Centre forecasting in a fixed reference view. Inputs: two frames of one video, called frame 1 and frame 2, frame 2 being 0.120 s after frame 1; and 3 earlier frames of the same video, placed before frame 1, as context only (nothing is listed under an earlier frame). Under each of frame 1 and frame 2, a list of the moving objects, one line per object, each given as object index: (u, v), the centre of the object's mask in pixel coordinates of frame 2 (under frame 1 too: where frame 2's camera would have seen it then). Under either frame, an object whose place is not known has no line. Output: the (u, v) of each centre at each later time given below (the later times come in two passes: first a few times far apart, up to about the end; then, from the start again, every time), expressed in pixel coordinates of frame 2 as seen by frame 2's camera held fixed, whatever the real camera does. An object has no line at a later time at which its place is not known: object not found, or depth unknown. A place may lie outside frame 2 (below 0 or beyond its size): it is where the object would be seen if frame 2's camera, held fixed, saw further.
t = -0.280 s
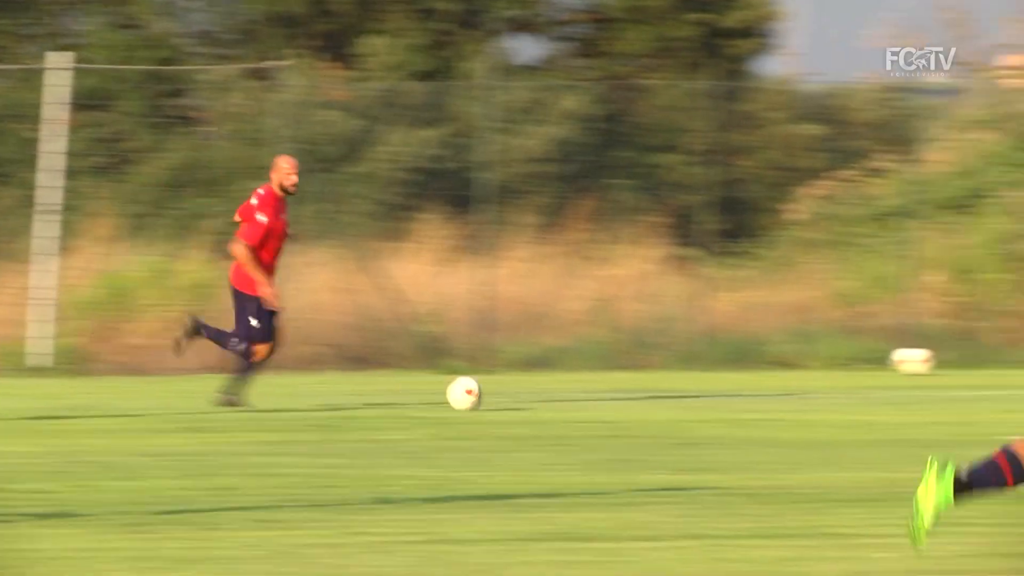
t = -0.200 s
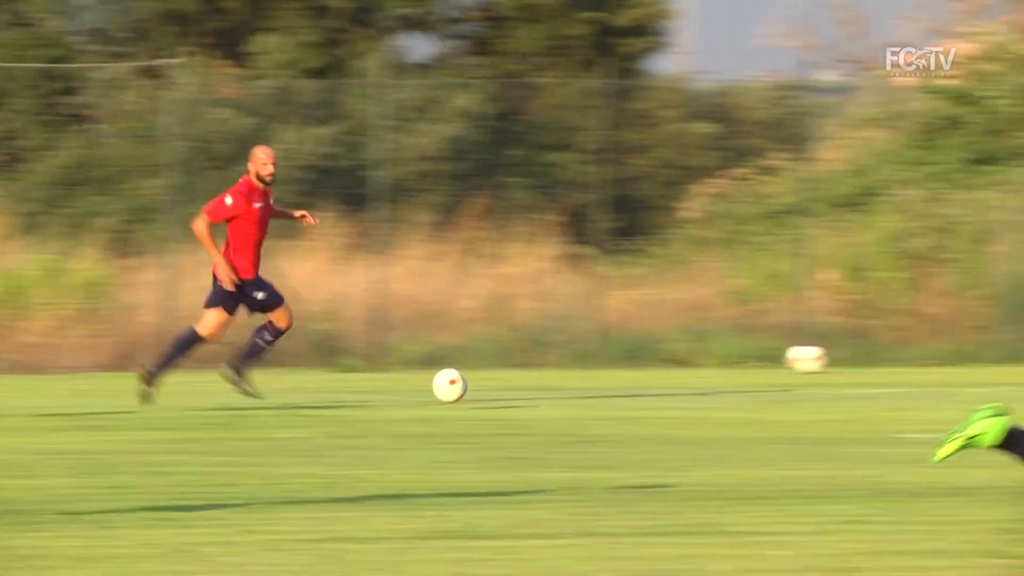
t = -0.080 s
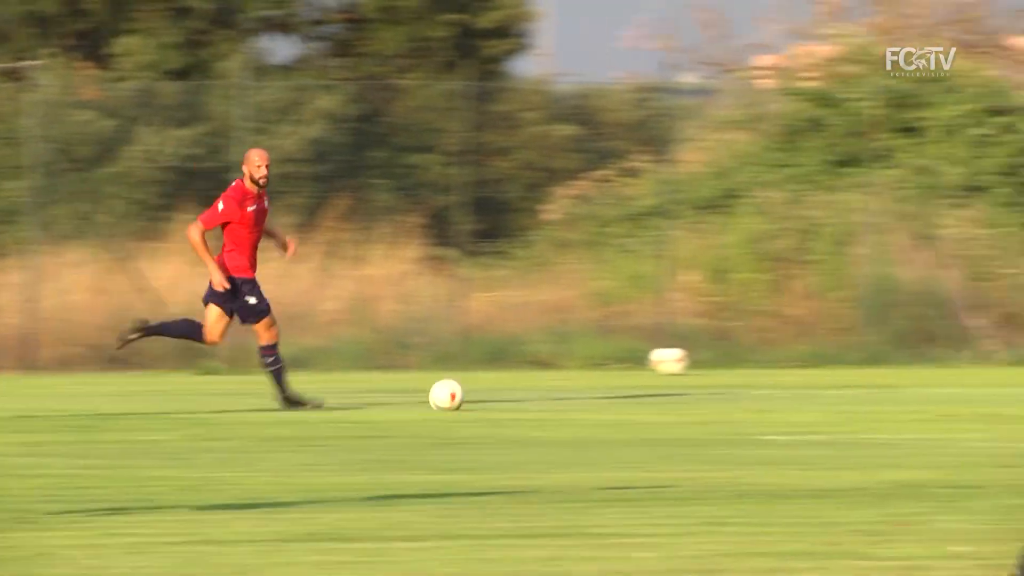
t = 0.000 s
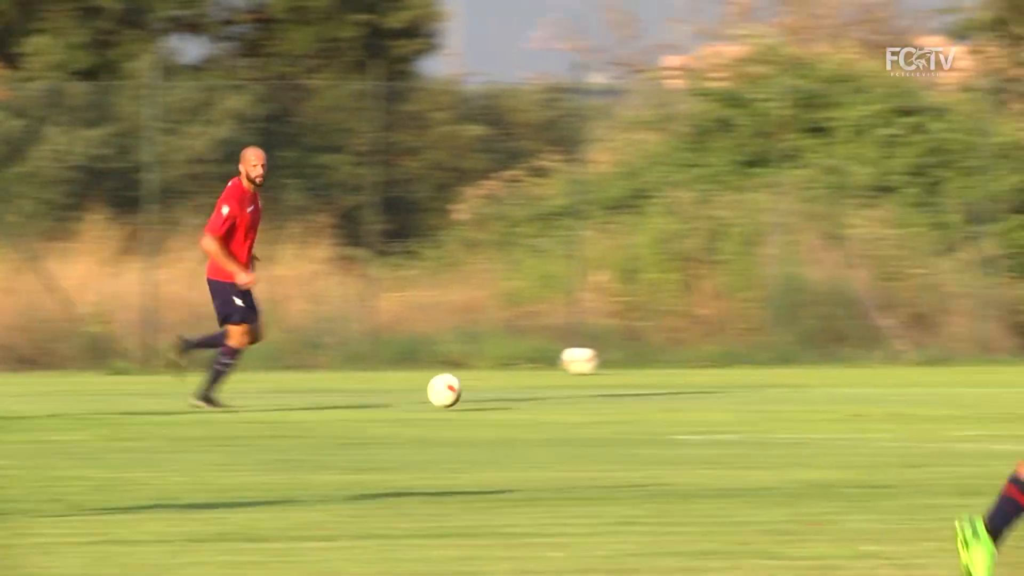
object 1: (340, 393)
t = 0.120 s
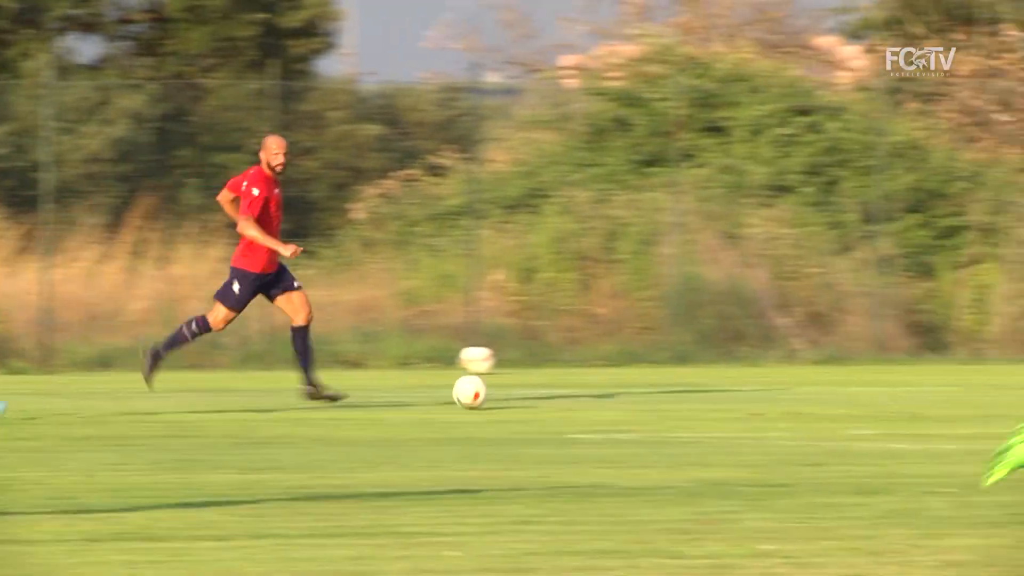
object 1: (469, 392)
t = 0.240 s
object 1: (595, 386)
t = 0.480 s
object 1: (832, 392)
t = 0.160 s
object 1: (512, 393)
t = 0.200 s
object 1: (554, 389)
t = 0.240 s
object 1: (595, 386)
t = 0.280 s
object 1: (634, 388)
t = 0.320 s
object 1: (676, 391)
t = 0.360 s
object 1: (715, 392)
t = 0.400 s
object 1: (755, 390)
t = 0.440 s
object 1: (794, 390)
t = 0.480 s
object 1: (832, 392)
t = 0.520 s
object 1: (872, 391)
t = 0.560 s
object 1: (911, 391)
